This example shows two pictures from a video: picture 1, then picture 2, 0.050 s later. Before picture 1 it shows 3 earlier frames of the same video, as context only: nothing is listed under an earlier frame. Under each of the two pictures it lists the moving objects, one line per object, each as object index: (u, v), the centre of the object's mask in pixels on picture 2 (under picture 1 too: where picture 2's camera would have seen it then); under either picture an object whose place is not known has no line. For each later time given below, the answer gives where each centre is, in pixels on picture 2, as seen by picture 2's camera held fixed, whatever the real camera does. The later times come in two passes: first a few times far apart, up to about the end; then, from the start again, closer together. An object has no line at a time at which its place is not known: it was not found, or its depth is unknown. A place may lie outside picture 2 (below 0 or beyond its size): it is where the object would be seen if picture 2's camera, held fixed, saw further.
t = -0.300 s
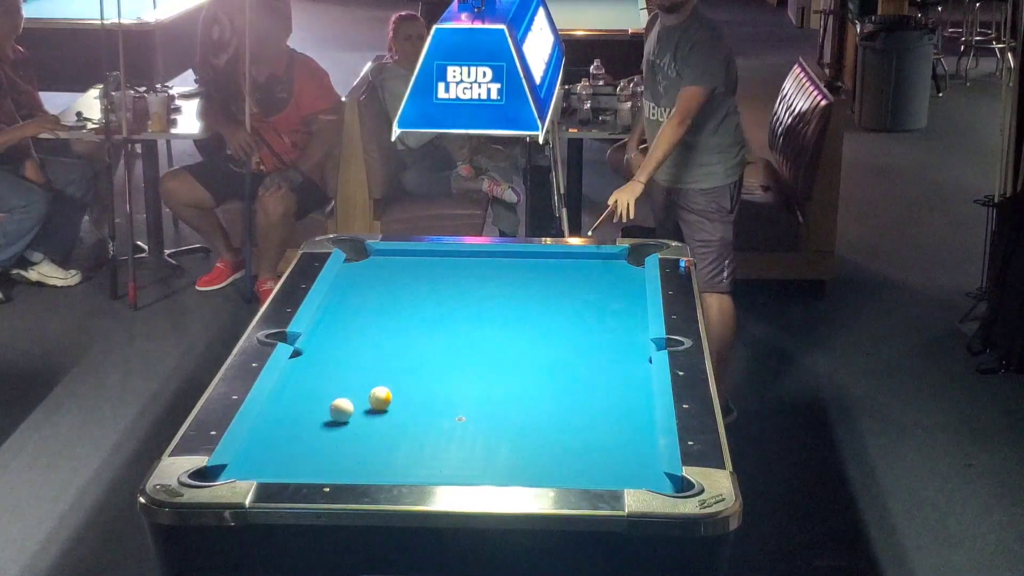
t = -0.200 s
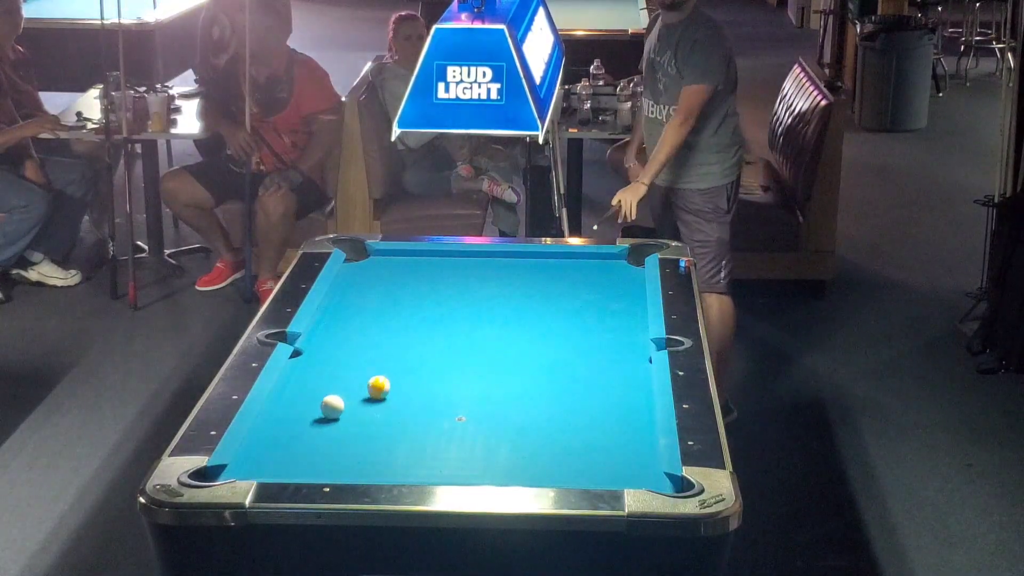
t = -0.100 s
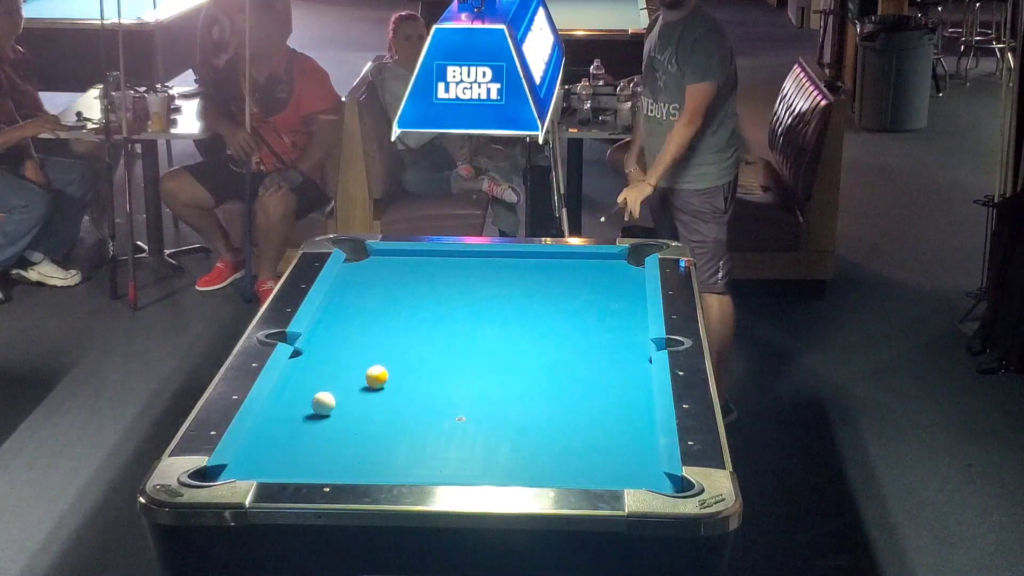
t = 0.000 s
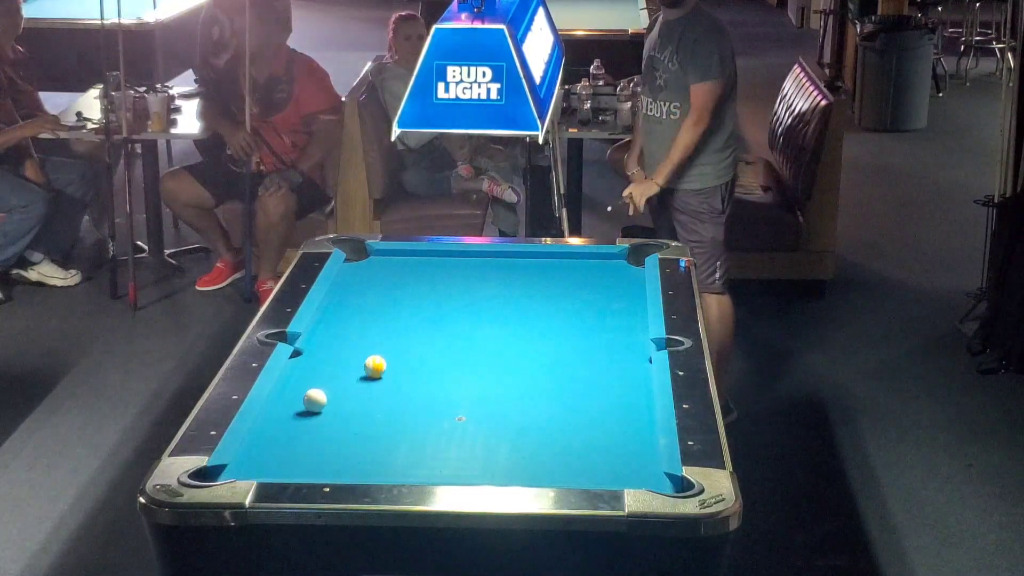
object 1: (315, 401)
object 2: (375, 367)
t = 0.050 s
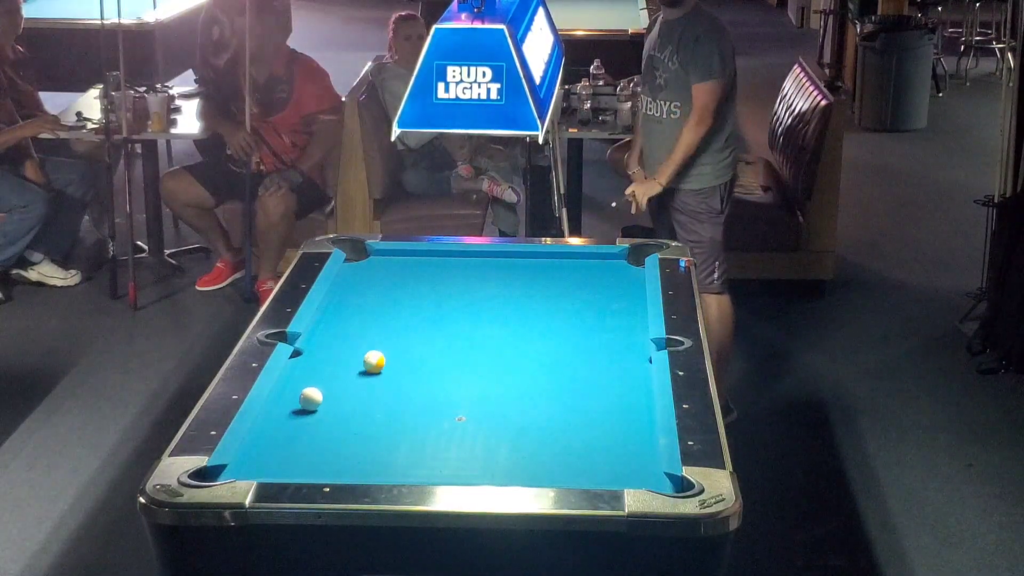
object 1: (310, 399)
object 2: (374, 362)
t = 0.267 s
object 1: (293, 393)
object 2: (370, 342)
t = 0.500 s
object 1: (289, 388)
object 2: (366, 323)
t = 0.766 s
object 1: (302, 384)
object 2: (362, 303)
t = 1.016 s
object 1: (311, 381)
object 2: (358, 286)
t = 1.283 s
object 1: (320, 378)
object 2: (354, 270)
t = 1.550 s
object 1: (327, 377)
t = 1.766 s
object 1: (331, 375)
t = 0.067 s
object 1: (309, 399)
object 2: (374, 360)
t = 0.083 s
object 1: (308, 398)
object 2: (373, 359)
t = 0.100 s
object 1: (306, 398)
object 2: (373, 357)
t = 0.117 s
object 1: (305, 397)
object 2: (373, 356)
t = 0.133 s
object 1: (304, 397)
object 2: (373, 354)
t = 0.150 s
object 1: (302, 396)
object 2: (372, 353)
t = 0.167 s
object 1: (301, 396)
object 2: (372, 351)
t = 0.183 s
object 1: (300, 395)
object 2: (372, 349)
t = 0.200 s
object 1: (298, 395)
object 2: (371, 348)
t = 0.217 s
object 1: (297, 394)
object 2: (371, 346)
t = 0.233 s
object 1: (296, 394)
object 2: (371, 345)
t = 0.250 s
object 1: (295, 393)
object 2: (371, 343)
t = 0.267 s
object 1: (293, 393)
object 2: (370, 342)
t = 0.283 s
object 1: (292, 393)
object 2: (370, 341)
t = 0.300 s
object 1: (291, 392)
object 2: (370, 339)
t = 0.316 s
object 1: (289, 392)
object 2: (369, 338)
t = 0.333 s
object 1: (288, 391)
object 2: (369, 336)
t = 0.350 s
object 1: (287, 391)
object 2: (369, 335)
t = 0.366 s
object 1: (286, 390)
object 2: (369, 333)
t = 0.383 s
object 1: (285, 390)
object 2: (368, 332)
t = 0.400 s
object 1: (284, 389)
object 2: (368, 331)
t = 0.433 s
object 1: (286, 389)
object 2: (368, 328)
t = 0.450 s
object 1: (287, 389)
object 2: (367, 327)
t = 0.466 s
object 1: (288, 388)
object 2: (367, 325)
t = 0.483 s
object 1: (288, 388)
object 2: (367, 324)
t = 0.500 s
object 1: (289, 388)
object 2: (366, 323)
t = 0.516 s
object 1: (290, 388)
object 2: (366, 321)
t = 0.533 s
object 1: (291, 387)
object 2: (366, 320)
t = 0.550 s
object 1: (292, 387)
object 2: (366, 319)
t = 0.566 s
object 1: (293, 387)
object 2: (365, 318)
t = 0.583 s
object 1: (293, 387)
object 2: (365, 316)
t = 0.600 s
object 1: (294, 387)
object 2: (365, 315)
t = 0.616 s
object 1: (295, 386)
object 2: (365, 314)
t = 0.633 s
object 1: (296, 386)
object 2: (364, 312)
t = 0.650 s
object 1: (297, 385)
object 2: (364, 311)
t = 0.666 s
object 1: (297, 385)
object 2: (364, 310)
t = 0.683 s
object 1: (298, 385)
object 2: (364, 309)
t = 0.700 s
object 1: (299, 385)
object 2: (363, 308)
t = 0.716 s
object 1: (299, 385)
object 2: (363, 307)
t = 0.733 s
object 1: (300, 384)
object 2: (363, 305)
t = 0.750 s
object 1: (301, 384)
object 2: (362, 304)
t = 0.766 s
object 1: (302, 384)
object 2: (362, 303)
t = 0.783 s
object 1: (302, 384)
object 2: (362, 302)
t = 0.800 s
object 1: (303, 384)
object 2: (362, 301)
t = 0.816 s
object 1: (304, 383)
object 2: (361, 299)
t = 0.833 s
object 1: (304, 383)
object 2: (361, 298)
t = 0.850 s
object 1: (305, 383)
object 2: (361, 297)
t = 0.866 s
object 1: (306, 383)
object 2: (361, 296)
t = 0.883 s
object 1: (306, 383)
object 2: (360, 295)
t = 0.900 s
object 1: (307, 382)
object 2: (360, 294)
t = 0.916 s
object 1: (308, 382)
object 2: (360, 293)
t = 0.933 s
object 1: (308, 382)
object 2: (360, 292)
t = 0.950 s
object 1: (309, 382)
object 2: (359, 291)
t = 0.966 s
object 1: (310, 382)
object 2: (359, 290)
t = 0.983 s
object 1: (310, 381)
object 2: (359, 288)
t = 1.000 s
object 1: (311, 381)
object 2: (359, 287)
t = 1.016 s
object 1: (311, 381)
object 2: (358, 286)
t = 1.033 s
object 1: (312, 381)
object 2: (358, 285)
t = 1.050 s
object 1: (313, 381)
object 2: (358, 284)
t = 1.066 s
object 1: (313, 380)
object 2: (358, 283)
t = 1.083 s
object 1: (314, 380)
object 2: (358, 282)
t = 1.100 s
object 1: (314, 380)
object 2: (357, 281)
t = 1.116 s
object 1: (315, 380)
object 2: (357, 280)
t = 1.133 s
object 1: (316, 380)
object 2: (357, 279)
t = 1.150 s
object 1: (316, 380)
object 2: (357, 278)
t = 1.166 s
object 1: (317, 379)
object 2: (356, 277)
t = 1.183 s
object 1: (317, 379)
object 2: (356, 276)
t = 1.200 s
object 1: (318, 379)
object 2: (356, 275)
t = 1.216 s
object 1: (318, 379)
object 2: (355, 274)
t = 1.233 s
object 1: (319, 379)
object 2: (355, 273)
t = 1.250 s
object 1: (319, 379)
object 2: (355, 272)
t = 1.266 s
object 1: (320, 379)
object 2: (355, 271)
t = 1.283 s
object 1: (320, 378)
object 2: (354, 270)
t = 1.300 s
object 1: (321, 378)
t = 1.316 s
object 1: (321, 378)
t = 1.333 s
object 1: (322, 378)
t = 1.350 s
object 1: (322, 378)
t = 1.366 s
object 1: (323, 378)
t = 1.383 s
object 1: (323, 378)
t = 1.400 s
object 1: (324, 377)
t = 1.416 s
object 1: (324, 377)
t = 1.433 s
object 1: (324, 377)
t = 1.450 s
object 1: (324, 377)
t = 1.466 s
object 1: (325, 377)
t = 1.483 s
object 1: (325, 377)
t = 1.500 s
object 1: (326, 377)
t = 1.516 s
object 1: (326, 377)
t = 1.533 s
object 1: (326, 377)
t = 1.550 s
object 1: (327, 377)
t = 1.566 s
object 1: (327, 376)
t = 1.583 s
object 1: (328, 376)
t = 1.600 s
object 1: (328, 376)
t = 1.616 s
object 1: (328, 376)
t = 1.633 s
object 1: (328, 376)
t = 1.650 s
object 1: (329, 376)
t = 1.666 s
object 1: (329, 376)
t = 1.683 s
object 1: (329, 376)
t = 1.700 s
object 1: (329, 376)
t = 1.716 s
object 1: (330, 376)
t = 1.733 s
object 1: (330, 376)
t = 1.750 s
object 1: (330, 376)
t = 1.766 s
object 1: (331, 375)
